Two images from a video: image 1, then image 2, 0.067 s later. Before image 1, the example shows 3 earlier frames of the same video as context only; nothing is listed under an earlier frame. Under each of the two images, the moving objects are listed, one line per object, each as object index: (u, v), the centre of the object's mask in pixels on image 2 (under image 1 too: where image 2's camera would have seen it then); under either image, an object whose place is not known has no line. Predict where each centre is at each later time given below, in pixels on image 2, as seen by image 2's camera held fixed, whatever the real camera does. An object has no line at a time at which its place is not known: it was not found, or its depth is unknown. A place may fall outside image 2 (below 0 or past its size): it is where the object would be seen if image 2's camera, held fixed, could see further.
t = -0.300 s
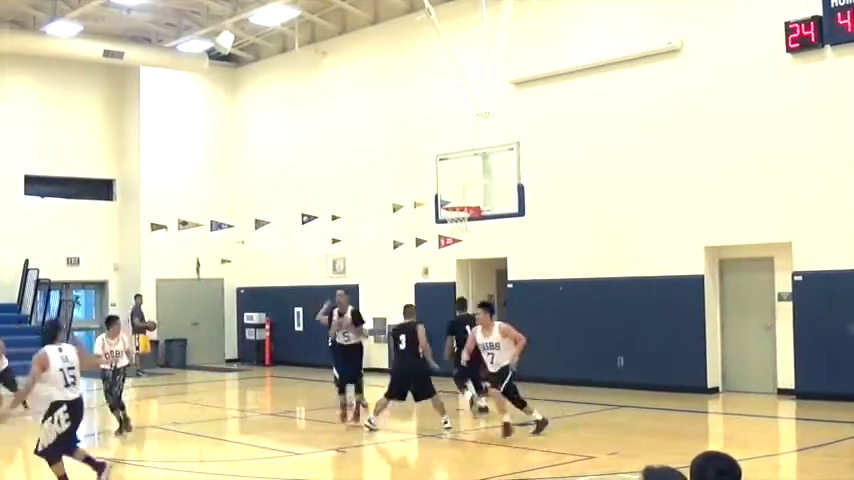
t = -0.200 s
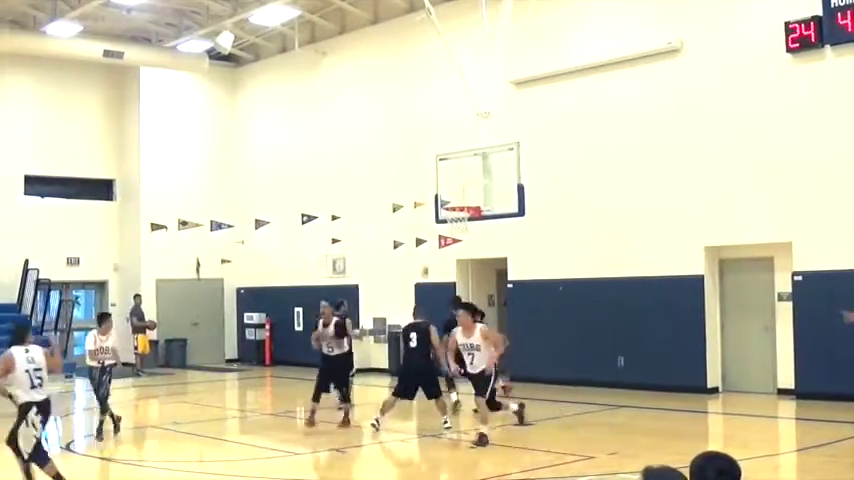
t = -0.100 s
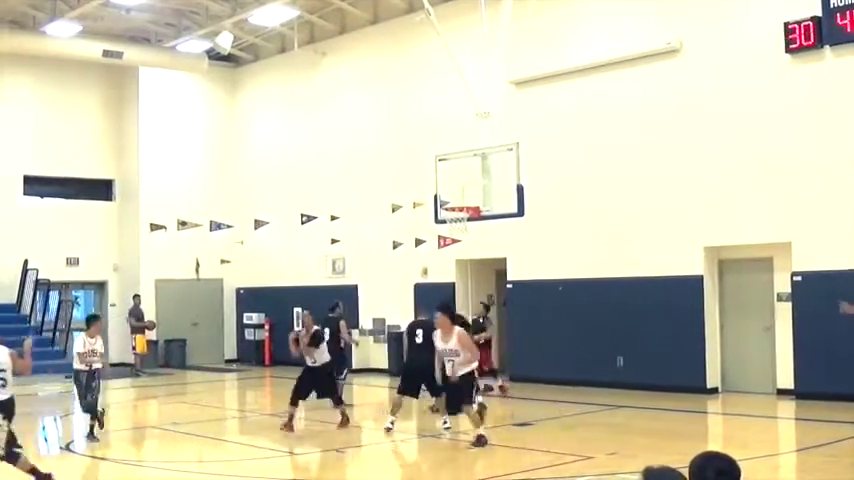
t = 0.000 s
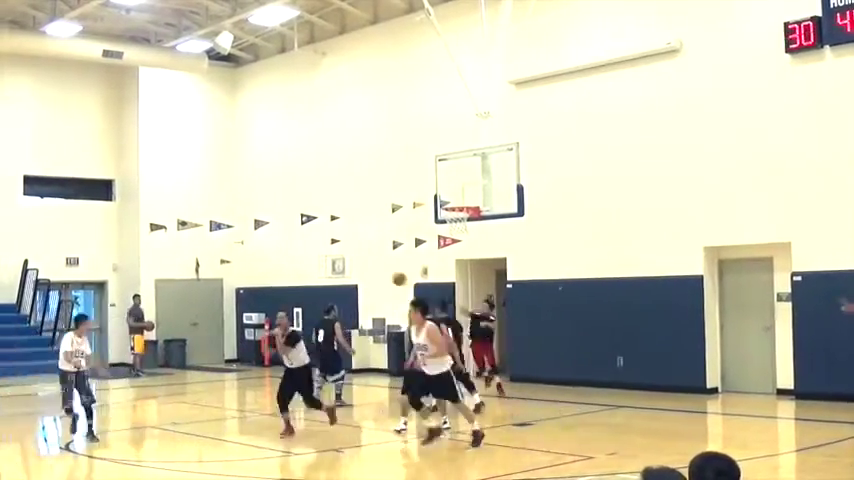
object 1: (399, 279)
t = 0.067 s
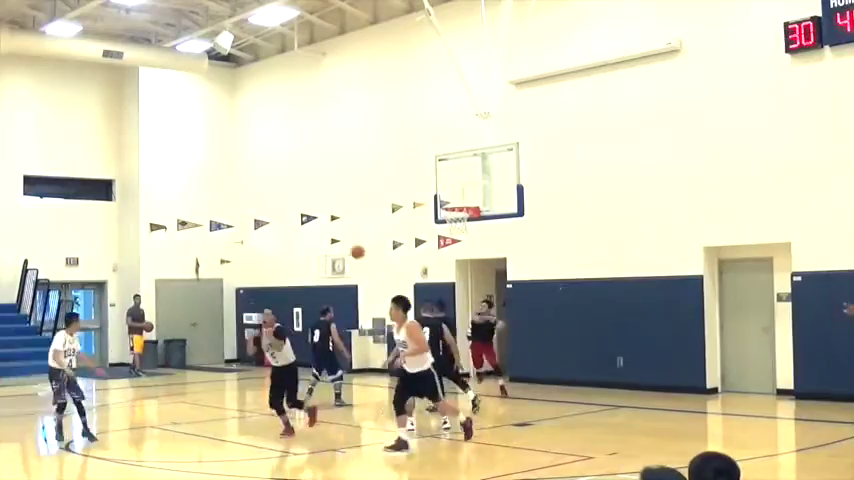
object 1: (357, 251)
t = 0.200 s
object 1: (266, 201)
